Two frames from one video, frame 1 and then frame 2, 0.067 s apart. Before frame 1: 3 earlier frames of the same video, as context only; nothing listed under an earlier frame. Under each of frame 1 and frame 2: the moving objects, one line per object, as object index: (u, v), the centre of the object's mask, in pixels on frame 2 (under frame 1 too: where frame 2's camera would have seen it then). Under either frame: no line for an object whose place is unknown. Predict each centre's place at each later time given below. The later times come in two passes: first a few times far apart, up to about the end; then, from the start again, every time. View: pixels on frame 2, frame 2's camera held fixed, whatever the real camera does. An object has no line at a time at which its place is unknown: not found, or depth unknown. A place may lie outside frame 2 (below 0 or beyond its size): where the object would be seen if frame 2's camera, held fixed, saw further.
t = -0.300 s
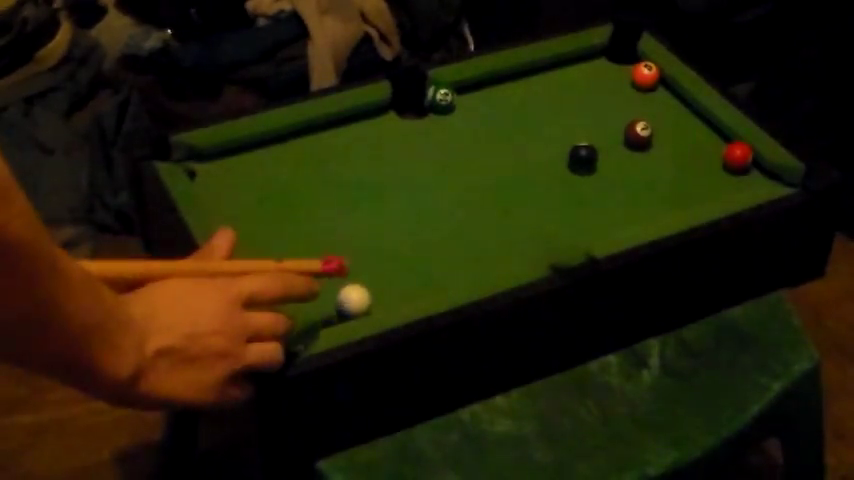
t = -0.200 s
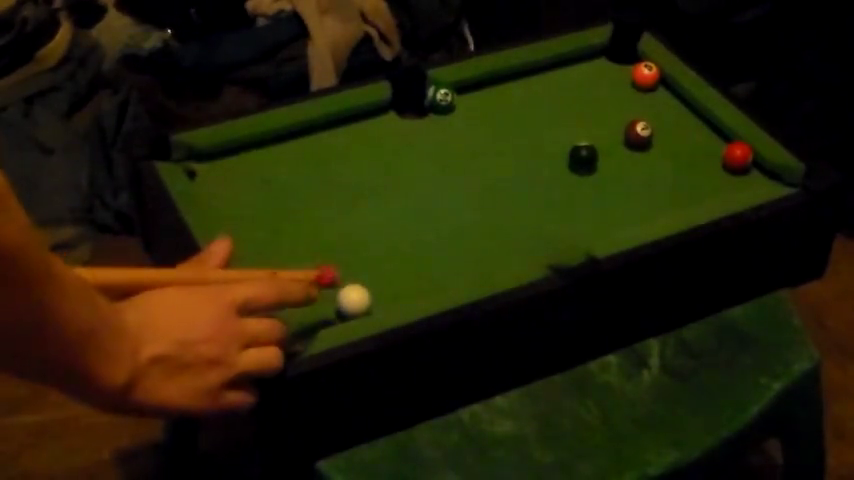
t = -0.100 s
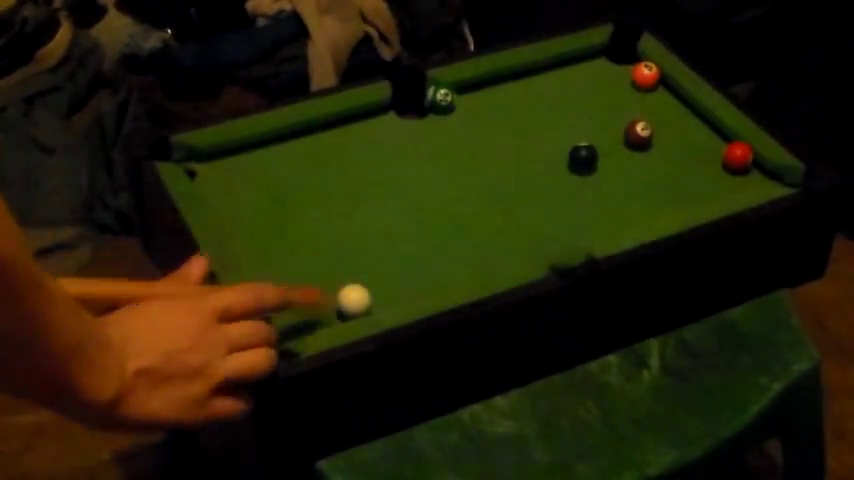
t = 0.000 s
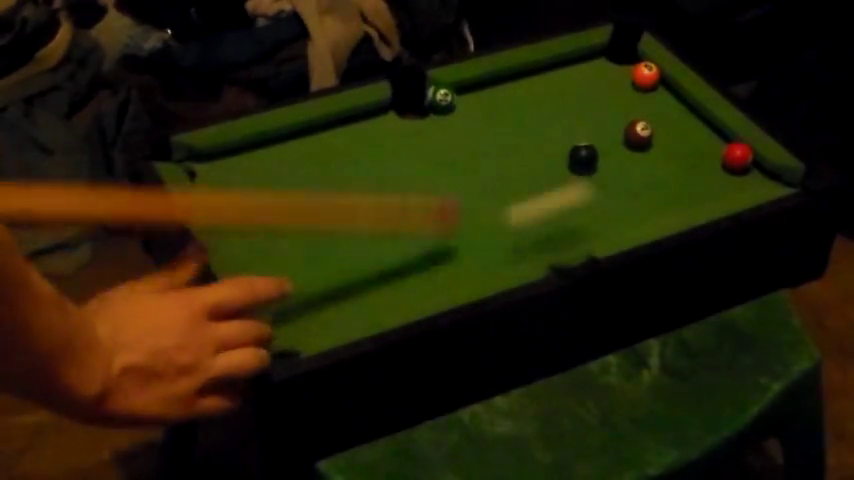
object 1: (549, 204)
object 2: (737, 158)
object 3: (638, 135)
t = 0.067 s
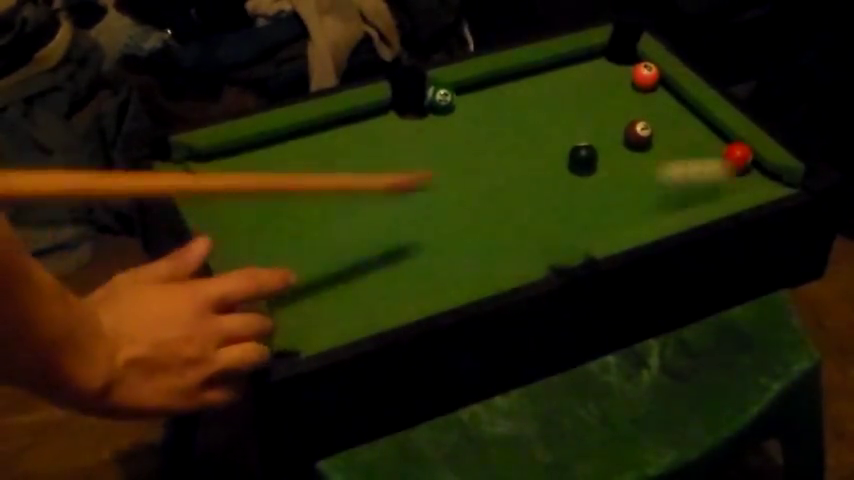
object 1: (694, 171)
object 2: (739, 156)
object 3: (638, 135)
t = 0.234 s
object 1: (729, 166)
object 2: (697, 138)
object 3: (638, 135)
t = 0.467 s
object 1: (668, 156)
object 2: (648, 116)
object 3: (629, 136)
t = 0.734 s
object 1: (617, 151)
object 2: (620, 100)
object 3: (626, 129)
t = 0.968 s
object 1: (598, 141)
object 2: (612, 90)
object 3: (626, 133)
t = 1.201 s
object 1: (591, 135)
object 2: (609, 89)
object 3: (626, 134)
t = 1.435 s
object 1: (591, 135)
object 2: (609, 89)
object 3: (625, 133)
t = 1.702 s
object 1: (591, 135)
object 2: (609, 89)
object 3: (626, 133)
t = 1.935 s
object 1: (591, 135)
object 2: (609, 89)
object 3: (626, 134)
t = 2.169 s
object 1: (591, 135)
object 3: (626, 133)
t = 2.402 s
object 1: (591, 135)
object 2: (609, 89)
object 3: (626, 133)
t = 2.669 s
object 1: (591, 136)
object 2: (609, 88)
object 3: (626, 133)
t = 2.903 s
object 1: (591, 135)
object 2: (609, 89)
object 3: (626, 134)
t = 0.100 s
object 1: (754, 173)
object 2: (734, 151)
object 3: (638, 135)
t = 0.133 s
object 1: (762, 172)
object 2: (725, 149)
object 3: (638, 135)
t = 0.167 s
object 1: (749, 170)
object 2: (715, 145)
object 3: (638, 135)
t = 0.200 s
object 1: (739, 168)
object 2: (705, 142)
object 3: (638, 135)
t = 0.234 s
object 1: (729, 166)
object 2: (697, 138)
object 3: (638, 135)
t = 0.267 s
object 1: (719, 164)
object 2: (688, 135)
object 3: (638, 135)
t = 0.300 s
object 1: (710, 162)
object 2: (678, 132)
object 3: (638, 135)
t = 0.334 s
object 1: (701, 161)
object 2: (670, 129)
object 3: (639, 135)
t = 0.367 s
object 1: (693, 160)
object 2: (663, 126)
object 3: (637, 135)
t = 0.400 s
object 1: (685, 159)
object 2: (657, 123)
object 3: (634, 136)
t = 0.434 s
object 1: (676, 157)
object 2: (652, 120)
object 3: (631, 136)
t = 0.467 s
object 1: (668, 156)
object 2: (648, 116)
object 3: (629, 136)
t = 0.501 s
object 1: (661, 156)
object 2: (644, 114)
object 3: (627, 136)
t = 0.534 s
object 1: (654, 154)
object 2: (639, 112)
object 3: (625, 135)
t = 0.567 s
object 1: (647, 154)
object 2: (636, 110)
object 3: (623, 134)
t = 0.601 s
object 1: (640, 153)
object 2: (631, 107)
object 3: (621, 133)
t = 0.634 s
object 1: (634, 152)
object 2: (629, 105)
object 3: (621, 131)
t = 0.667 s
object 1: (628, 152)
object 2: (625, 103)
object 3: (622, 129)
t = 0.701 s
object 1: (623, 151)
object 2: (623, 102)
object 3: (624, 128)
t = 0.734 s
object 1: (617, 151)
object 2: (620, 100)
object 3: (626, 129)
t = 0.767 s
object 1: (612, 150)
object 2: (619, 98)
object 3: (627, 130)
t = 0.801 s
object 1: (608, 149)
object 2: (617, 96)
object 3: (627, 132)
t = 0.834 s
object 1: (605, 147)
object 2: (616, 94)
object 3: (627, 132)
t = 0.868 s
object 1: (603, 146)
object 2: (614, 93)
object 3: (627, 133)
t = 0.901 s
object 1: (601, 143)
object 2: (613, 92)
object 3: (626, 133)
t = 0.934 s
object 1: (599, 142)
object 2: (613, 92)
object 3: (626, 133)
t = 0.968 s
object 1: (598, 141)
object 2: (612, 90)
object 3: (626, 133)
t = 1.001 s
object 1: (597, 139)
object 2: (611, 89)
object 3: (626, 134)
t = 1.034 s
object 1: (596, 138)
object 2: (610, 89)
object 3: (626, 134)
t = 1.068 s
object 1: (595, 137)
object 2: (610, 88)
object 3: (626, 134)
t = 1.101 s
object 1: (594, 137)
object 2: (609, 88)
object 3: (626, 134)
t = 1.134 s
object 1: (593, 136)
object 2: (609, 89)
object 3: (626, 134)
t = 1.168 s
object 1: (592, 136)
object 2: (609, 89)
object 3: (626, 134)
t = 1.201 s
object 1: (591, 135)
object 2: (609, 89)
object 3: (626, 134)
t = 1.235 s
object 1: (591, 135)
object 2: (609, 89)
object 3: (626, 134)
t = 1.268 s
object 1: (591, 135)
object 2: (609, 89)
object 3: (626, 133)
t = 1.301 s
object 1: (591, 135)
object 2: (609, 89)
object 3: (626, 133)
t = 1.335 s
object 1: (591, 135)
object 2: (609, 89)
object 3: (626, 133)
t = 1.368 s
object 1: (591, 135)
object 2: (609, 89)
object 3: (626, 133)
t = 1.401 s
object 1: (591, 135)
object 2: (609, 89)
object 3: (626, 133)
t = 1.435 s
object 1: (591, 135)
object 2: (609, 89)
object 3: (625, 133)
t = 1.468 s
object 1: (591, 135)
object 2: (609, 89)
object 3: (625, 133)
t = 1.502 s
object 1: (591, 135)
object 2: (609, 89)
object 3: (626, 133)
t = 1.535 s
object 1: (591, 135)
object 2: (609, 89)
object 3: (626, 133)
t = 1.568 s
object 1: (591, 135)
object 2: (609, 89)
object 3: (626, 133)
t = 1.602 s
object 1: (591, 135)
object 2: (609, 89)
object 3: (626, 133)
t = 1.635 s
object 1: (591, 135)
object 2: (609, 89)
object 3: (626, 133)
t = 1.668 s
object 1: (591, 135)
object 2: (609, 89)
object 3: (626, 133)
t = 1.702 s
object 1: (591, 135)
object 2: (609, 89)
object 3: (626, 133)
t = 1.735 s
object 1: (591, 135)
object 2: (609, 89)
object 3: (626, 133)
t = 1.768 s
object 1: (591, 135)
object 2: (609, 88)
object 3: (626, 133)
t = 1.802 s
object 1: (591, 135)
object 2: (609, 89)
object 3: (626, 133)
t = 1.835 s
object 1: (591, 135)
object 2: (609, 89)
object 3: (626, 133)
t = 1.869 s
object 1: (591, 135)
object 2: (609, 88)
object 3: (626, 133)
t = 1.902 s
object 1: (591, 135)
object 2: (609, 89)
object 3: (626, 133)
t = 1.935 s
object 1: (591, 135)
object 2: (609, 89)
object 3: (626, 134)
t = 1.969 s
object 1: (591, 135)
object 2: (609, 89)
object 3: (626, 133)
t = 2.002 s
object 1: (591, 135)
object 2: (609, 88)
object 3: (626, 133)
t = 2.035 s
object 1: (591, 135)
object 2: (609, 88)
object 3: (626, 133)
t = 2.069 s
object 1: (591, 135)
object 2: (609, 88)
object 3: (626, 133)
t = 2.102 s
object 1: (591, 135)
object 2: (609, 88)
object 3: (626, 133)
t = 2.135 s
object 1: (591, 135)
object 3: (626, 133)
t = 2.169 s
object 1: (591, 135)
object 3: (626, 133)
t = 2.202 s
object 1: (591, 135)
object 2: (609, 88)
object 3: (626, 134)
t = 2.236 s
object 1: (591, 135)
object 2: (609, 88)
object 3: (626, 133)
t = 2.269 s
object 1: (591, 135)
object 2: (609, 89)
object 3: (626, 133)
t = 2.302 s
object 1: (591, 135)
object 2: (609, 89)
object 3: (626, 133)
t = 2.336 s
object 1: (591, 135)
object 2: (609, 89)
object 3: (626, 133)
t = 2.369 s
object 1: (591, 135)
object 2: (609, 88)
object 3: (626, 133)
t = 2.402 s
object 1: (591, 135)
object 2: (609, 89)
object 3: (626, 133)
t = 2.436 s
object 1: (591, 135)
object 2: (609, 88)
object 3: (626, 133)
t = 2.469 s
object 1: (591, 135)
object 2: (609, 88)
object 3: (626, 134)
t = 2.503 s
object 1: (591, 135)
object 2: (609, 89)
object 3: (626, 133)
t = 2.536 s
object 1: (591, 135)
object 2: (609, 88)
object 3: (626, 133)
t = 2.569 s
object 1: (591, 134)
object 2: (609, 88)
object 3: (626, 133)
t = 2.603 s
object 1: (590, 135)
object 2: (609, 89)
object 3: (626, 134)
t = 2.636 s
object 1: (591, 136)
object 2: (609, 88)
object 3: (626, 133)
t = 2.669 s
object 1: (591, 136)
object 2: (609, 88)
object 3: (626, 133)
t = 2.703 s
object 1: (591, 136)
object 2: (609, 89)
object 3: (626, 133)
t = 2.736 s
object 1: (591, 136)
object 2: (609, 89)
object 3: (626, 133)
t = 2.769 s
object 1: (592, 136)
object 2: (609, 89)
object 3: (626, 133)
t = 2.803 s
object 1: (591, 136)
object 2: (609, 89)
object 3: (626, 133)
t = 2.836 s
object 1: (591, 135)
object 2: (609, 89)
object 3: (626, 133)
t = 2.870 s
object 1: (591, 135)
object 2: (609, 89)
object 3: (626, 133)
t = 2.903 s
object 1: (591, 135)
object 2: (609, 89)
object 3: (626, 134)
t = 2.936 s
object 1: (591, 135)
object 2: (609, 89)
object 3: (626, 133)
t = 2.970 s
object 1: (591, 135)
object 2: (609, 89)
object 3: (626, 133)
